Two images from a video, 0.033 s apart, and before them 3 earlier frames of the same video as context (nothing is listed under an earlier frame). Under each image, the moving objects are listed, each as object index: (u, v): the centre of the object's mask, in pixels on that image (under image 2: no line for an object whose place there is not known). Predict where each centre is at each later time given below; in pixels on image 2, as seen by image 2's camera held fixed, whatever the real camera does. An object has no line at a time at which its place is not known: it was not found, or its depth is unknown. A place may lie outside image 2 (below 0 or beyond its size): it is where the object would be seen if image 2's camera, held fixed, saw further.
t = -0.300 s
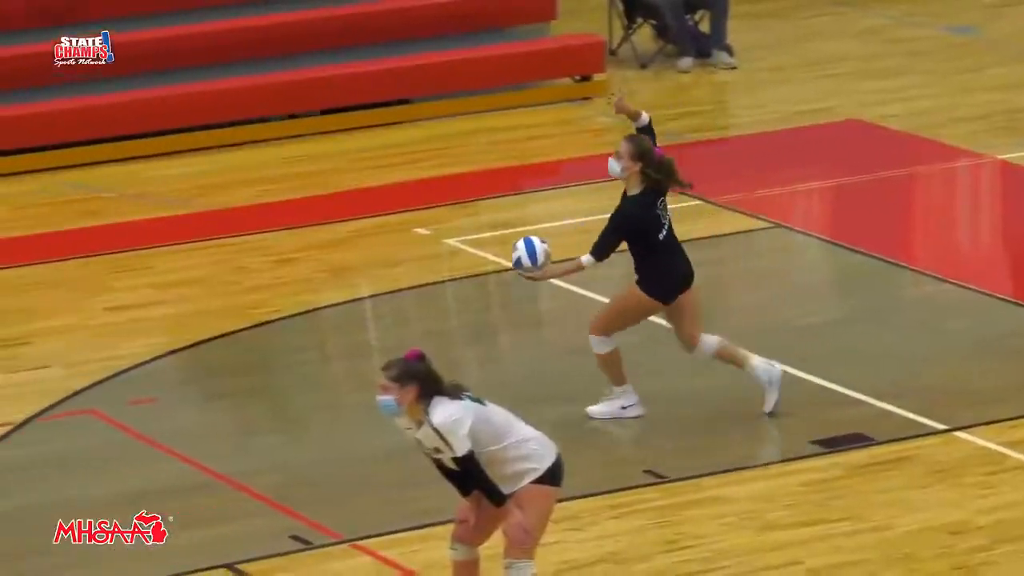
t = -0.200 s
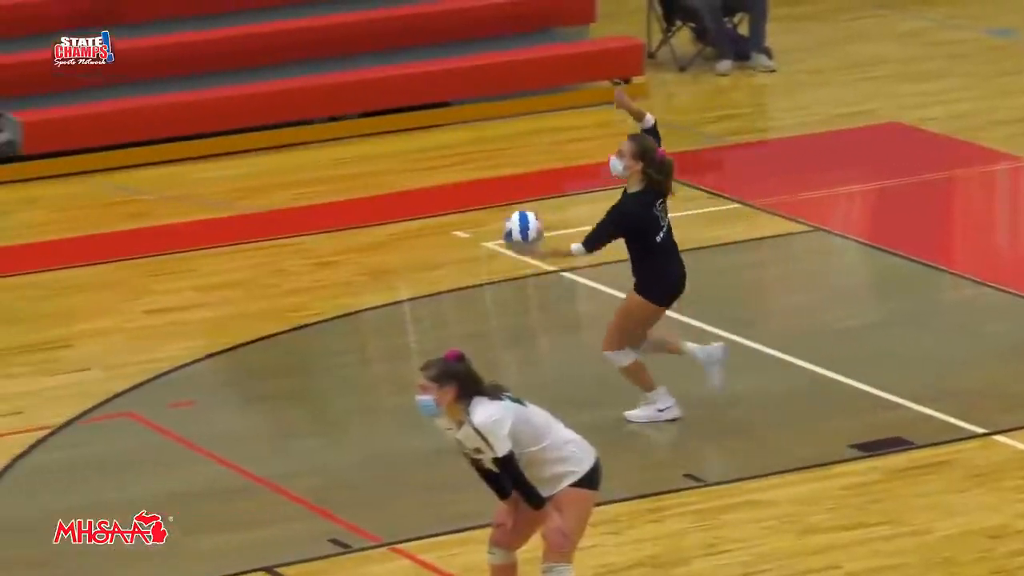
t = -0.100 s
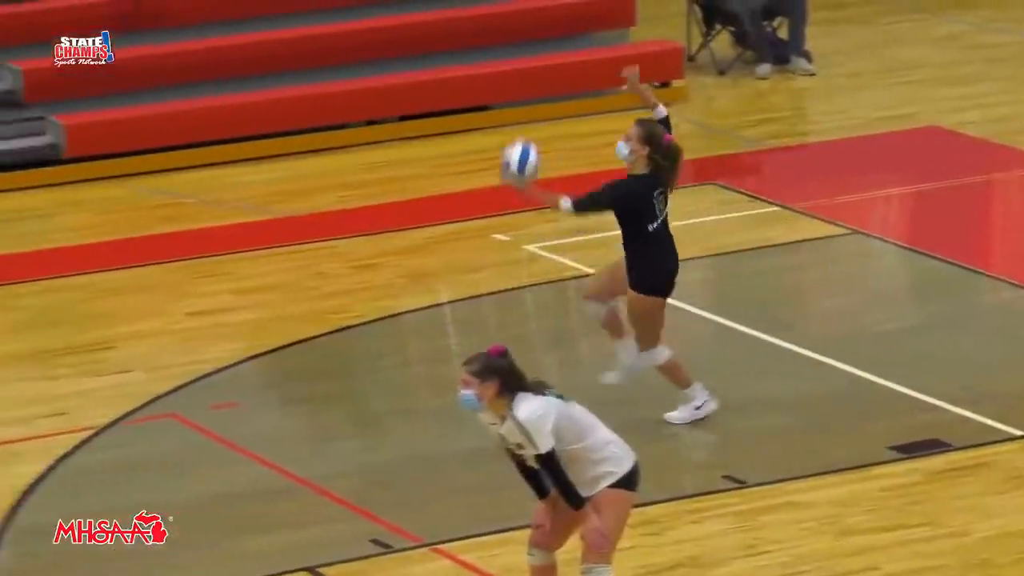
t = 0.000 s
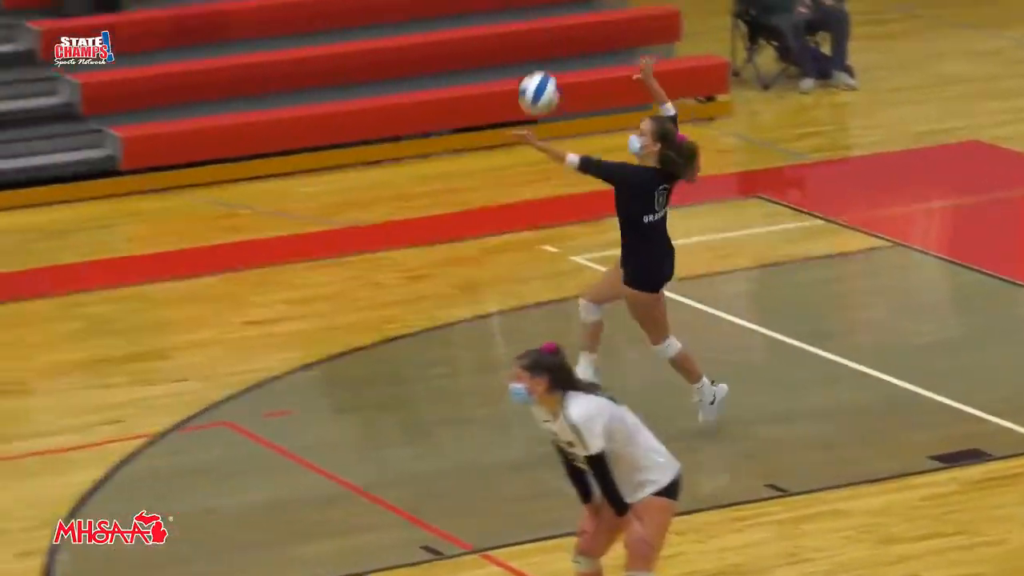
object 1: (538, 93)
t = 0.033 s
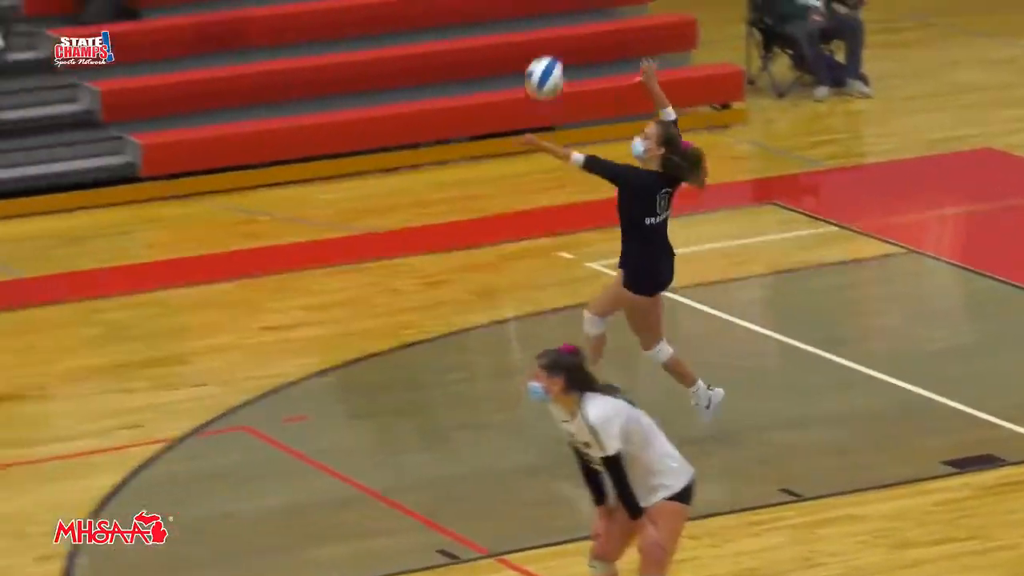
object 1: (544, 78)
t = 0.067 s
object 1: (537, 56)
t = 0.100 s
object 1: (528, 37)
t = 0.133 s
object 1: (520, 20)
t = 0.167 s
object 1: (512, 5)
